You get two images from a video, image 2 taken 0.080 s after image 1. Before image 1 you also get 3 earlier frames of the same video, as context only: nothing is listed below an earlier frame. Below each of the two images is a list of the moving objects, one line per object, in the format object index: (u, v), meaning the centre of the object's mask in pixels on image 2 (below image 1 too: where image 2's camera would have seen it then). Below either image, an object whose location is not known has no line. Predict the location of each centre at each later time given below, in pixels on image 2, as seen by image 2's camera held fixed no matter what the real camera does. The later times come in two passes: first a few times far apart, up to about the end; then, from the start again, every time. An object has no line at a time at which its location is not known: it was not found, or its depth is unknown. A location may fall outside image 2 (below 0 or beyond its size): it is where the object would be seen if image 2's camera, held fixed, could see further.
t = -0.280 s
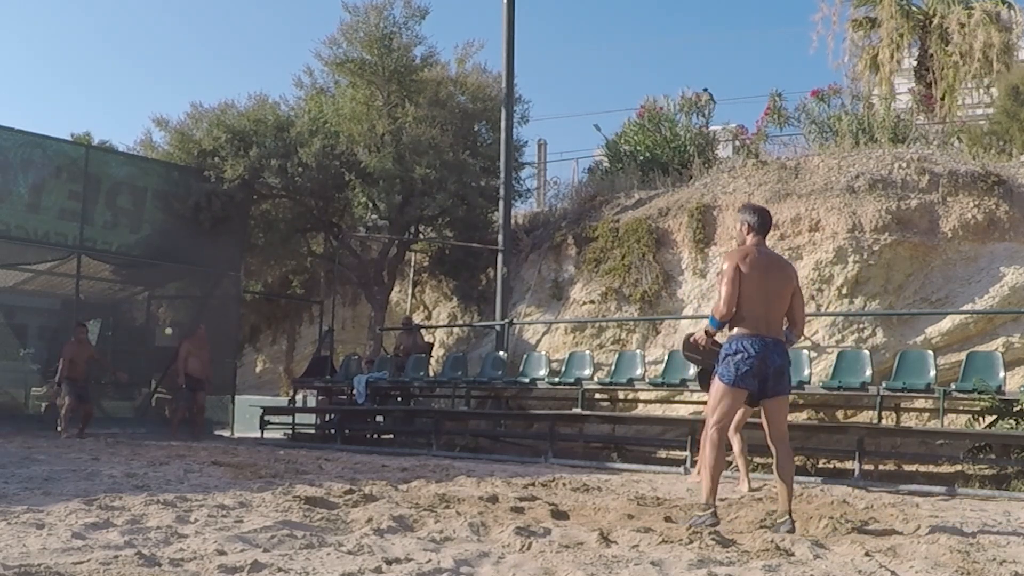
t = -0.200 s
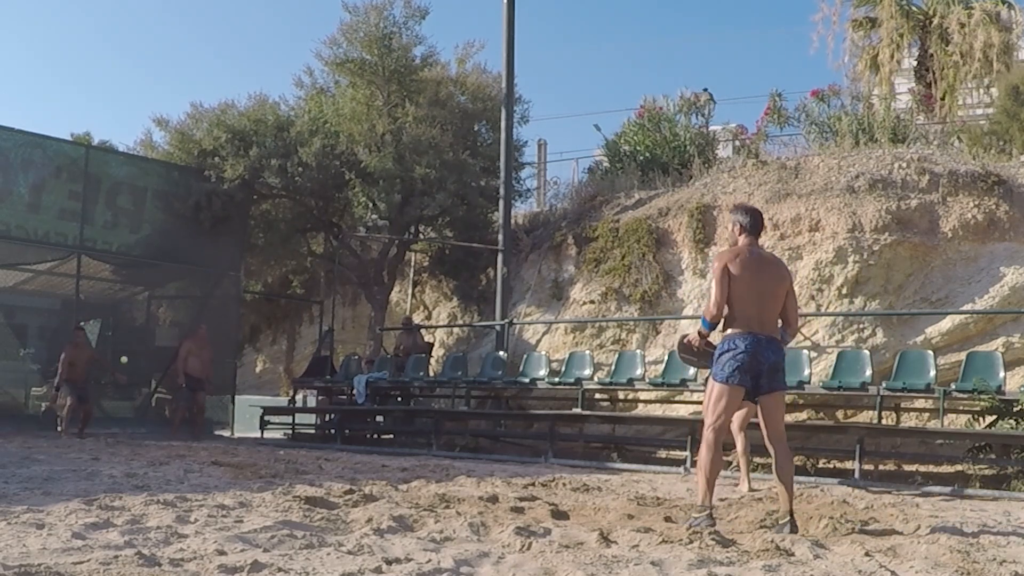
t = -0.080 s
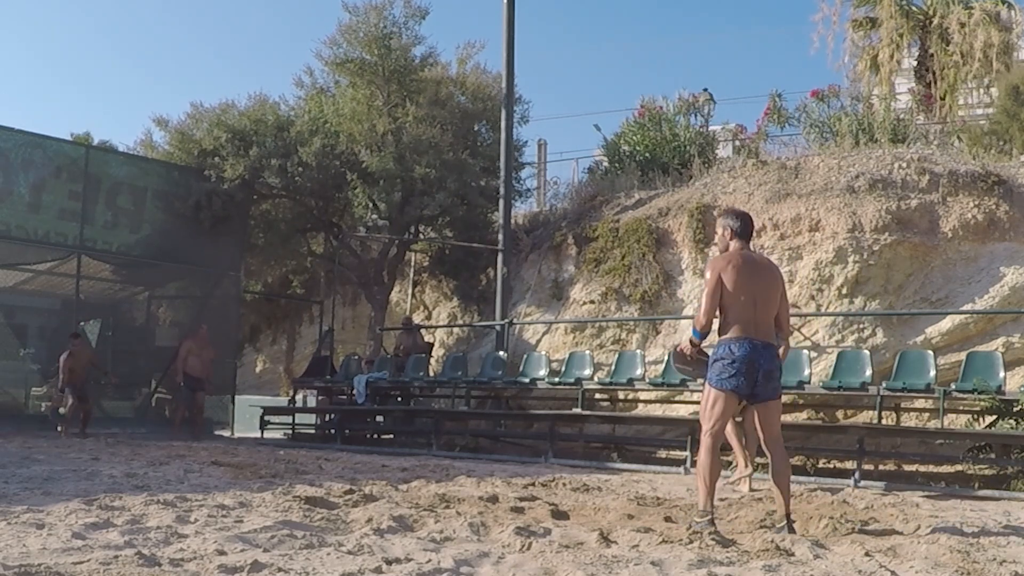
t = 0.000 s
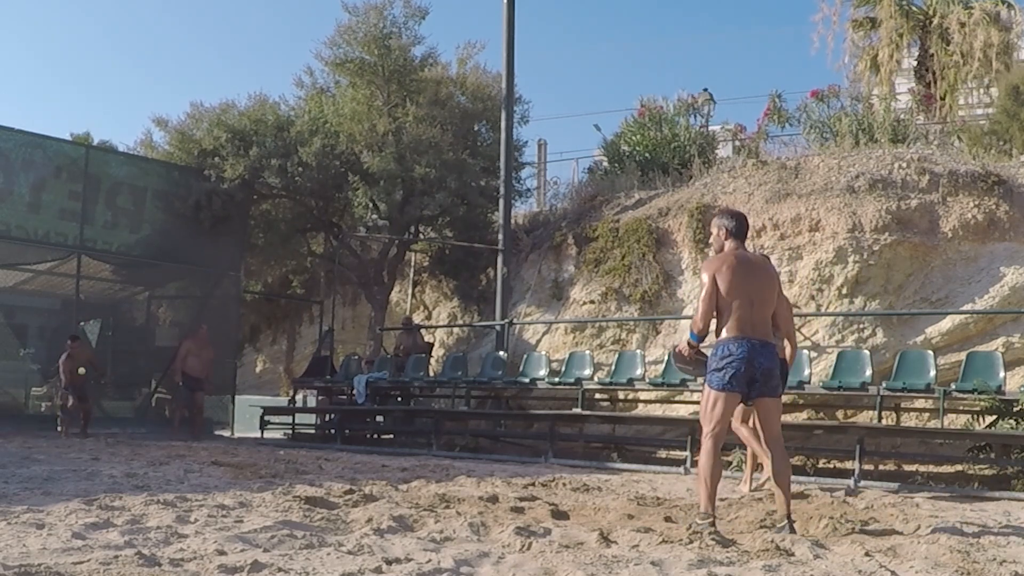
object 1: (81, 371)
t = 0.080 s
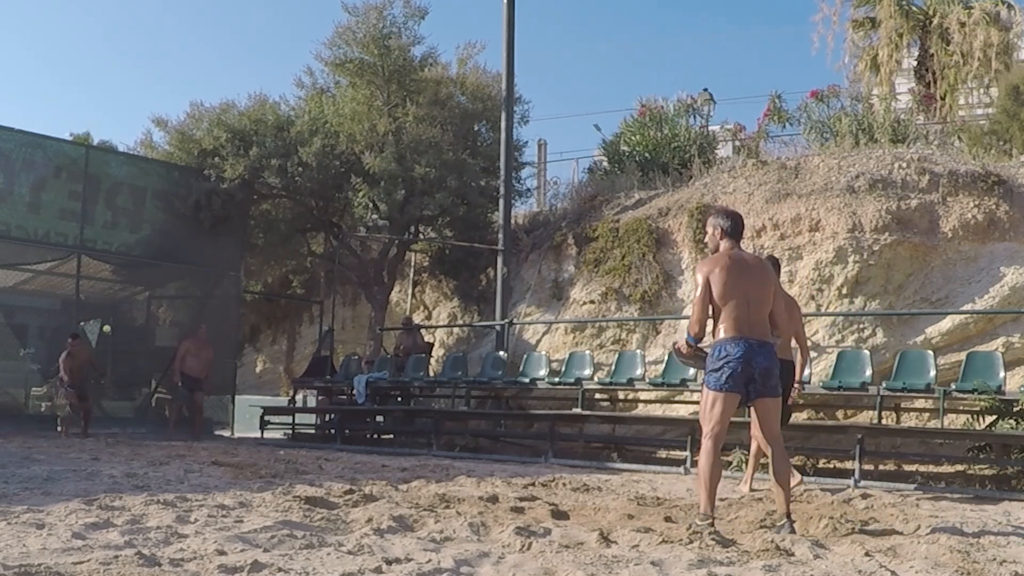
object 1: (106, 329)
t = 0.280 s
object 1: (178, 236)
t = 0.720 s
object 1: (397, 135)
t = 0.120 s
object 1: (119, 308)
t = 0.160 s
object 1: (133, 290)
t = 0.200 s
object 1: (148, 271)
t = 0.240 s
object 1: (162, 253)
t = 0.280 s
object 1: (178, 236)
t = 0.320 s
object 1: (194, 220)
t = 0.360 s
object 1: (210, 206)
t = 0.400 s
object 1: (228, 192)
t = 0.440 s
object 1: (246, 180)
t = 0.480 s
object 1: (265, 169)
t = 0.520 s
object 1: (284, 159)
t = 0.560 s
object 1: (305, 151)
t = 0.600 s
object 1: (327, 144)
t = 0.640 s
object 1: (348, 139)
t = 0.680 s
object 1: (372, 136)
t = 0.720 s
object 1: (397, 135)
